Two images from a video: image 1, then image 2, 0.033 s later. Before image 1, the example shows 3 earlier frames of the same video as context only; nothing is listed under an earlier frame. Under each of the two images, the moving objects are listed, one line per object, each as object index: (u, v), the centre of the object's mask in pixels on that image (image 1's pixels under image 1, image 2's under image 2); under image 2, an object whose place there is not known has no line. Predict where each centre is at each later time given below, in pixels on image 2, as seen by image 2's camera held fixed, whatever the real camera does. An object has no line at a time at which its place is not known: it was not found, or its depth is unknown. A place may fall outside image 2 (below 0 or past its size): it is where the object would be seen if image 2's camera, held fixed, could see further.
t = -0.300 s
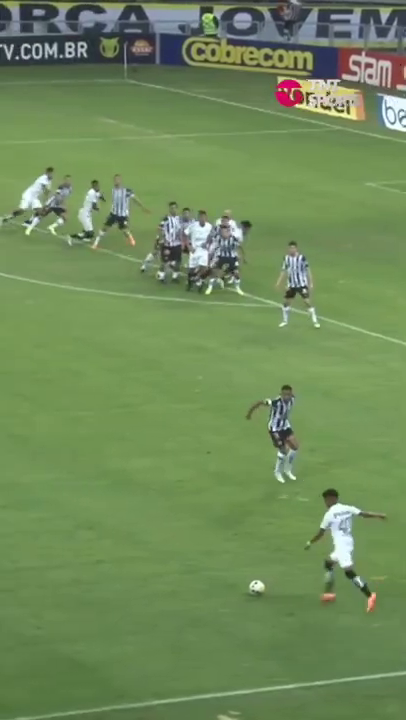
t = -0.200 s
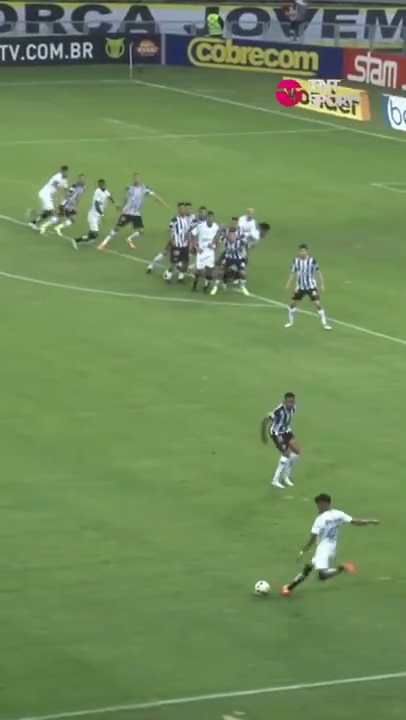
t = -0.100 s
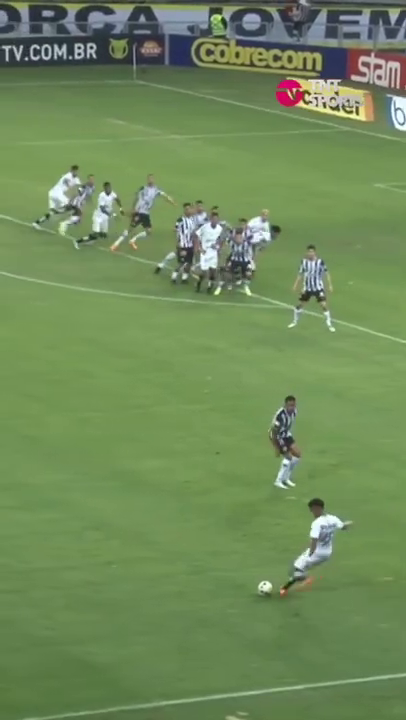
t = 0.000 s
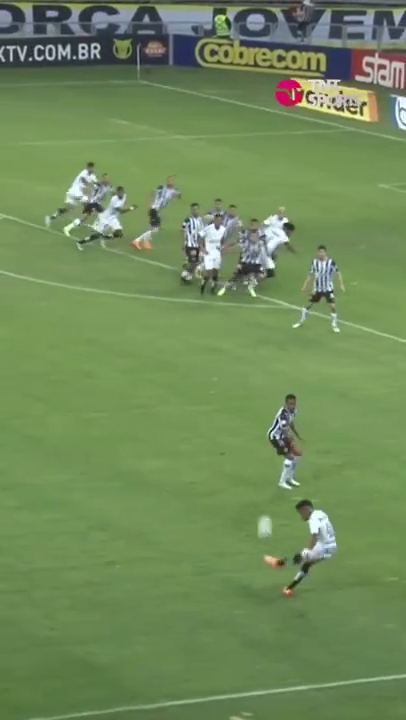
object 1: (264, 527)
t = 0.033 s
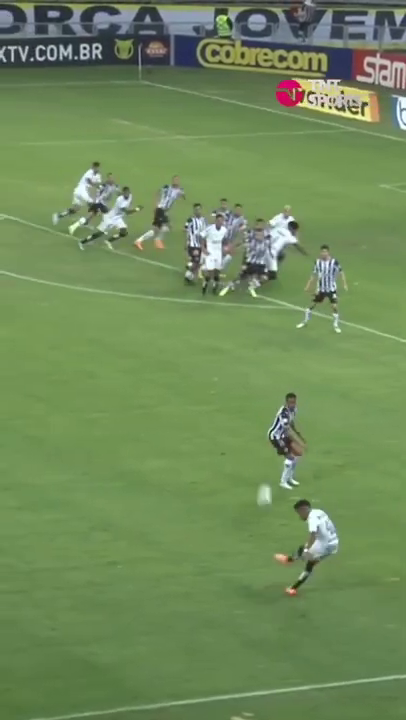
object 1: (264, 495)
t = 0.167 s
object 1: (263, 386)
